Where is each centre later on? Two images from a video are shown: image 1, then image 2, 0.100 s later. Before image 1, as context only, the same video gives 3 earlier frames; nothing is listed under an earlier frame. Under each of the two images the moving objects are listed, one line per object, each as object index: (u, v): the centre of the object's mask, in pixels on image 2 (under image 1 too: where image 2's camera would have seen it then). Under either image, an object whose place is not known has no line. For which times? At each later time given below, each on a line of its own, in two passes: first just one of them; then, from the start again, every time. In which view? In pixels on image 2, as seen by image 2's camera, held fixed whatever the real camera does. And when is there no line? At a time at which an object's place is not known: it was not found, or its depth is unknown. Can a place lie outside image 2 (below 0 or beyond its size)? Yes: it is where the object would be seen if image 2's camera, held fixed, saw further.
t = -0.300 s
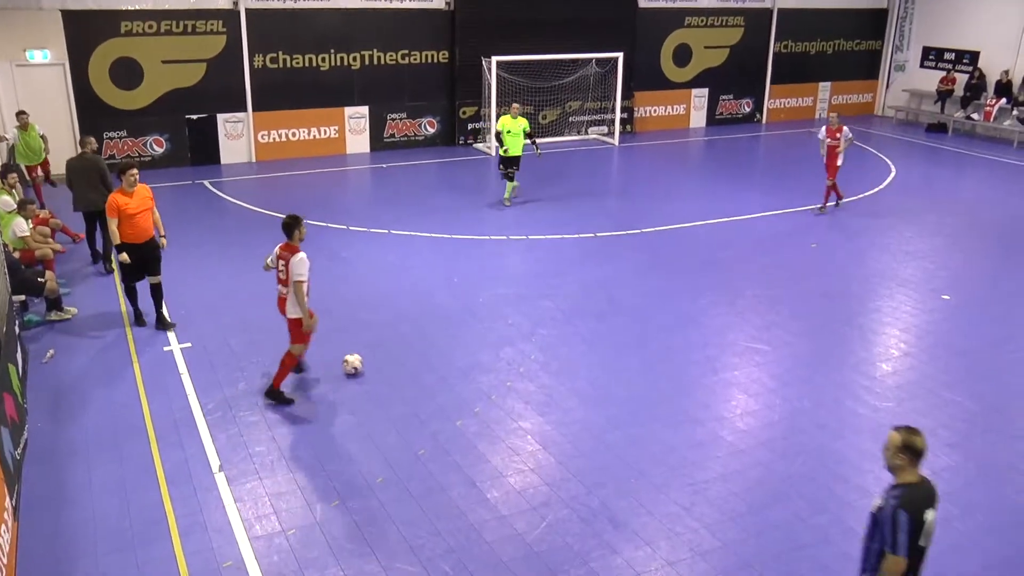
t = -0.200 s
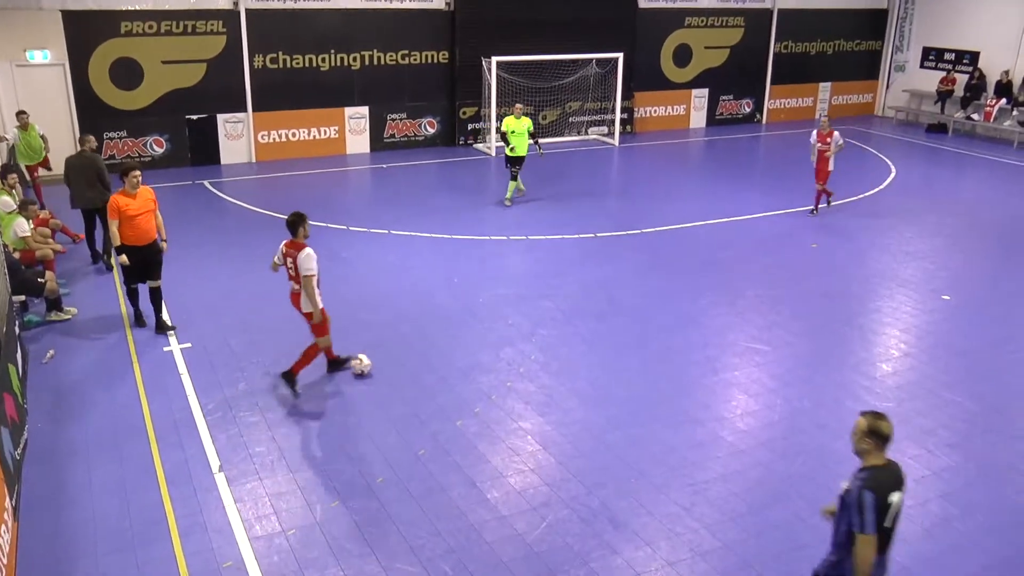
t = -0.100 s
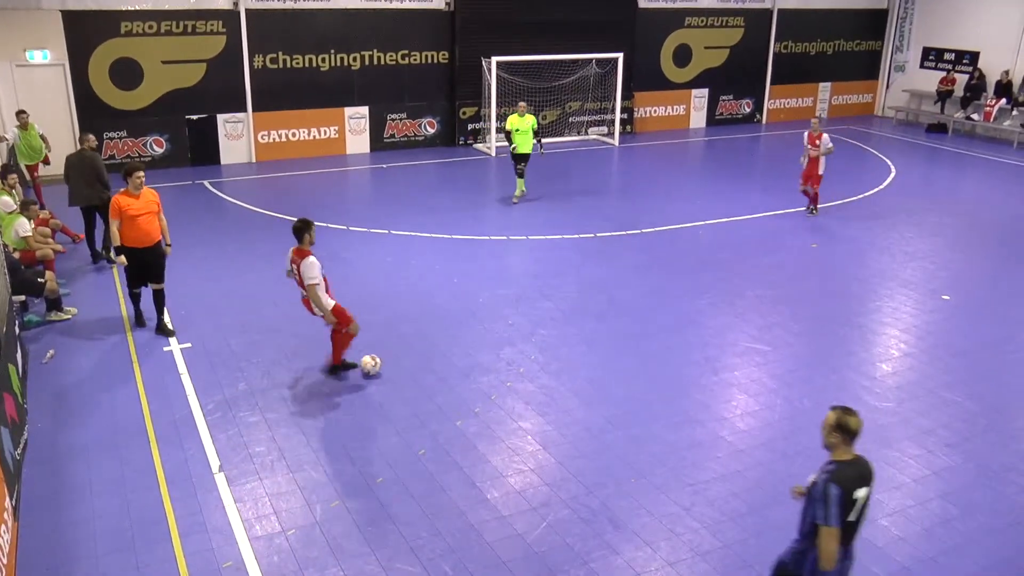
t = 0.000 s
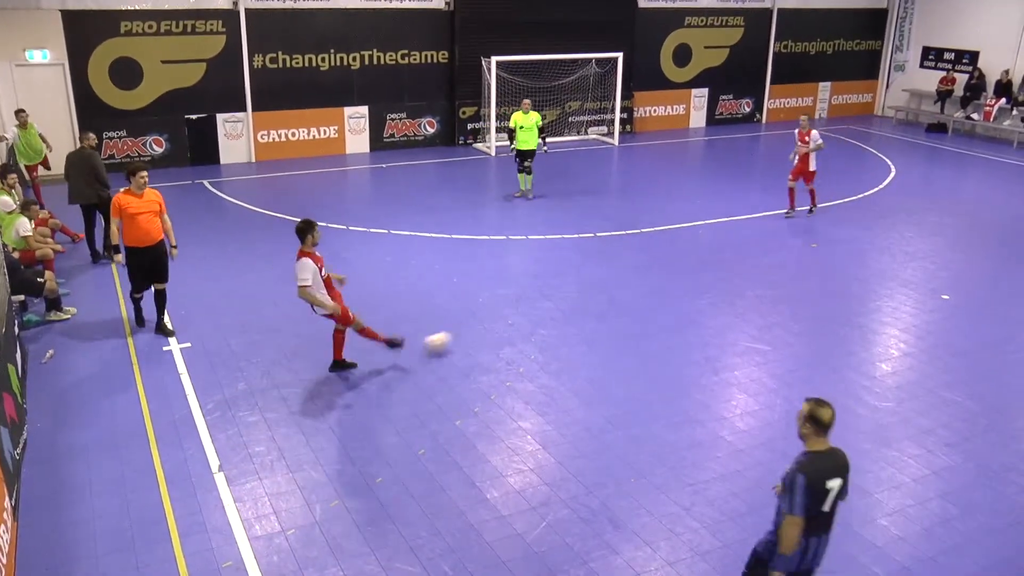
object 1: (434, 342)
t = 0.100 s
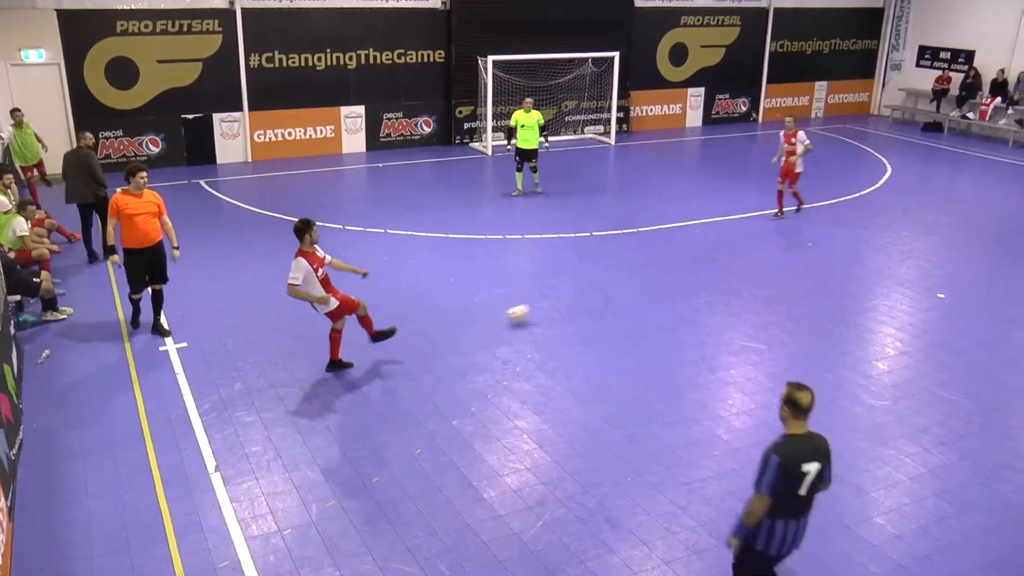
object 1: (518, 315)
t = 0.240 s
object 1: (612, 285)
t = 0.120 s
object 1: (535, 310)
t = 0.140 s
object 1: (550, 305)
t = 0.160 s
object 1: (563, 302)
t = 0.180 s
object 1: (576, 297)
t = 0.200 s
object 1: (589, 294)
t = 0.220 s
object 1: (601, 289)
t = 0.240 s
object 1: (612, 285)
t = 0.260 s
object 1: (623, 281)
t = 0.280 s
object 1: (632, 278)
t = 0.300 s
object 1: (642, 274)
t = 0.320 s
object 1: (652, 271)
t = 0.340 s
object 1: (661, 268)
